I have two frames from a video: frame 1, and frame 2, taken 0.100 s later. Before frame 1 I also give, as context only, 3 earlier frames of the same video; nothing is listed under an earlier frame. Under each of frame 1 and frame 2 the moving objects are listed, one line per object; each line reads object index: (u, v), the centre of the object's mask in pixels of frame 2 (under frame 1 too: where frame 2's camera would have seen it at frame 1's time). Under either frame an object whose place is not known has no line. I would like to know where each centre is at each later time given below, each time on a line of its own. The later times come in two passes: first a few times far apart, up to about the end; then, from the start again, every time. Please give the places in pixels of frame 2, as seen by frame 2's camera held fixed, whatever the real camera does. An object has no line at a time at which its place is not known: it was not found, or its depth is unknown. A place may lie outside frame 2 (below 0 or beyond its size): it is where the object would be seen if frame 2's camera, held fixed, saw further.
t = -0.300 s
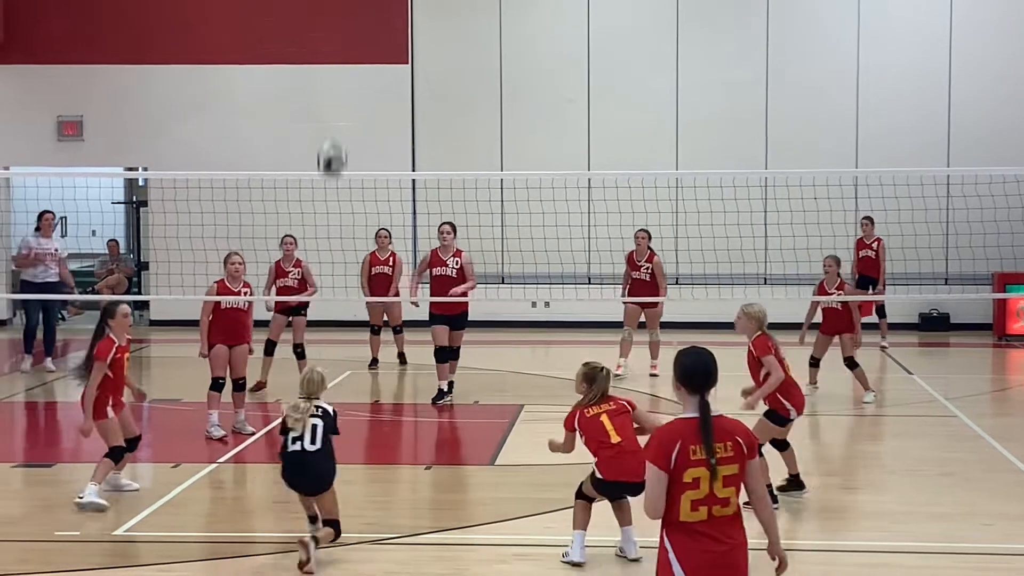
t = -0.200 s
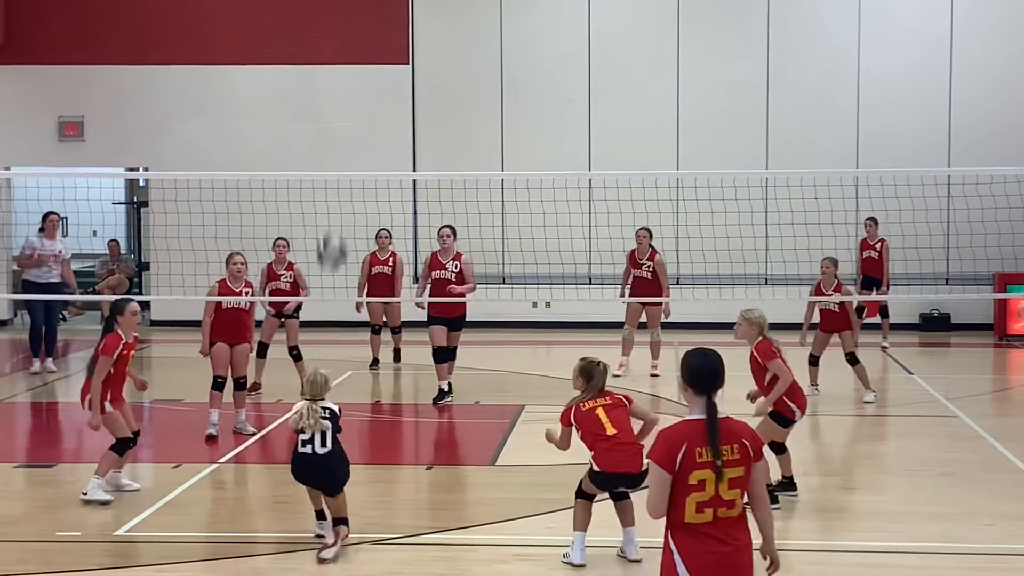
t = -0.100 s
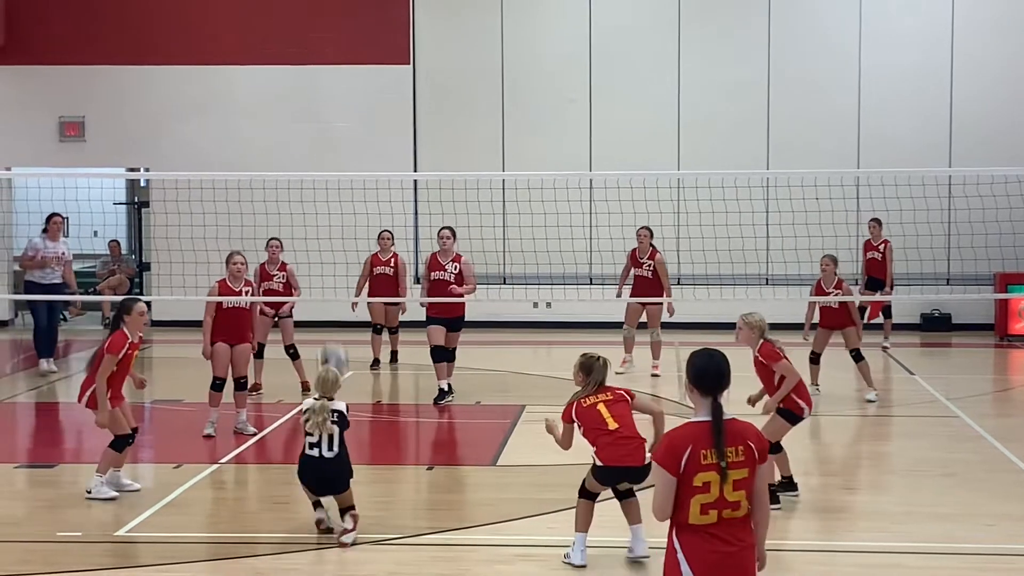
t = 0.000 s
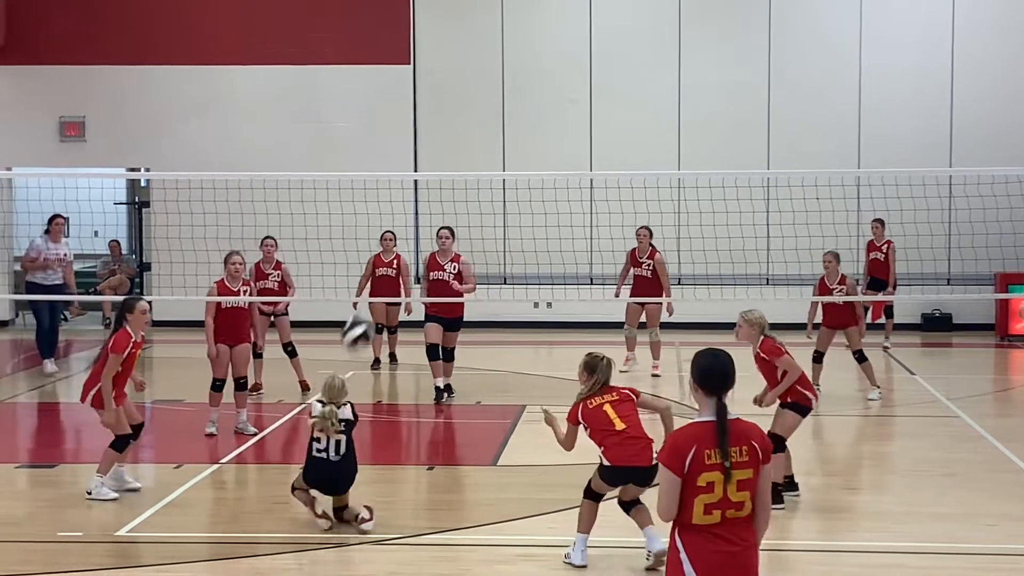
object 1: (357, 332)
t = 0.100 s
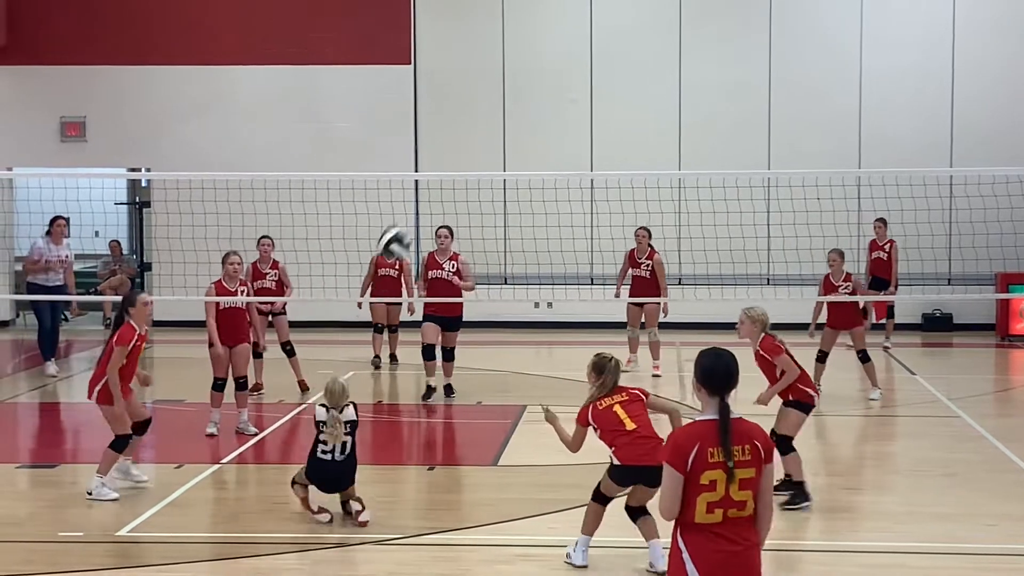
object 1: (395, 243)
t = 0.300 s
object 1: (467, 109)
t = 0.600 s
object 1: (577, 23)
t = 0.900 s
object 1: (685, 76)
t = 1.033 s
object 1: (733, 144)
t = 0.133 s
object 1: (406, 216)
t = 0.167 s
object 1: (418, 192)
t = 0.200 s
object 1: (430, 169)
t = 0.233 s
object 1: (442, 147)
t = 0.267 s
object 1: (454, 128)
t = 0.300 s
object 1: (467, 109)
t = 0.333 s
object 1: (479, 92)
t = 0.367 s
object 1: (491, 78)
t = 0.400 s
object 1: (503, 65)
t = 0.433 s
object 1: (516, 54)
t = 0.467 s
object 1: (528, 43)
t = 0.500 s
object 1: (540, 35)
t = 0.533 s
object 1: (552, 29)
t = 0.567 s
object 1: (564, 25)
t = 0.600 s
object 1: (577, 23)
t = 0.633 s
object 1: (588, 22)
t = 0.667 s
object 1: (601, 22)
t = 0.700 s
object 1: (613, 25)
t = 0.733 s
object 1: (625, 29)
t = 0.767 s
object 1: (638, 35)
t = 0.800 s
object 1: (649, 42)
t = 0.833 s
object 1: (661, 52)
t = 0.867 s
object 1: (674, 62)
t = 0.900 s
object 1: (685, 76)
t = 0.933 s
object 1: (698, 90)
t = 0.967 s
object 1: (710, 108)
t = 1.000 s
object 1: (722, 125)
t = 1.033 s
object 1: (733, 144)
